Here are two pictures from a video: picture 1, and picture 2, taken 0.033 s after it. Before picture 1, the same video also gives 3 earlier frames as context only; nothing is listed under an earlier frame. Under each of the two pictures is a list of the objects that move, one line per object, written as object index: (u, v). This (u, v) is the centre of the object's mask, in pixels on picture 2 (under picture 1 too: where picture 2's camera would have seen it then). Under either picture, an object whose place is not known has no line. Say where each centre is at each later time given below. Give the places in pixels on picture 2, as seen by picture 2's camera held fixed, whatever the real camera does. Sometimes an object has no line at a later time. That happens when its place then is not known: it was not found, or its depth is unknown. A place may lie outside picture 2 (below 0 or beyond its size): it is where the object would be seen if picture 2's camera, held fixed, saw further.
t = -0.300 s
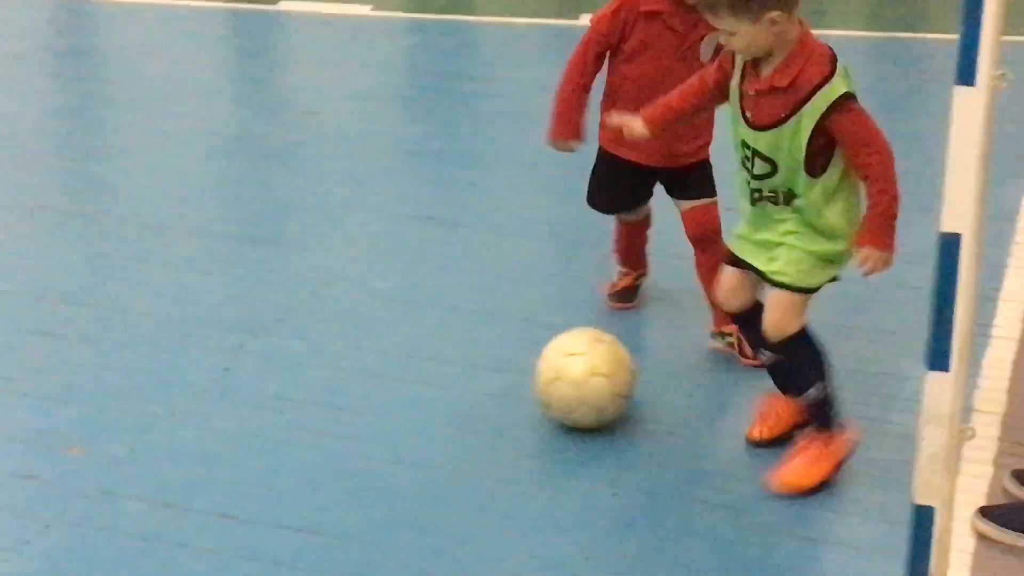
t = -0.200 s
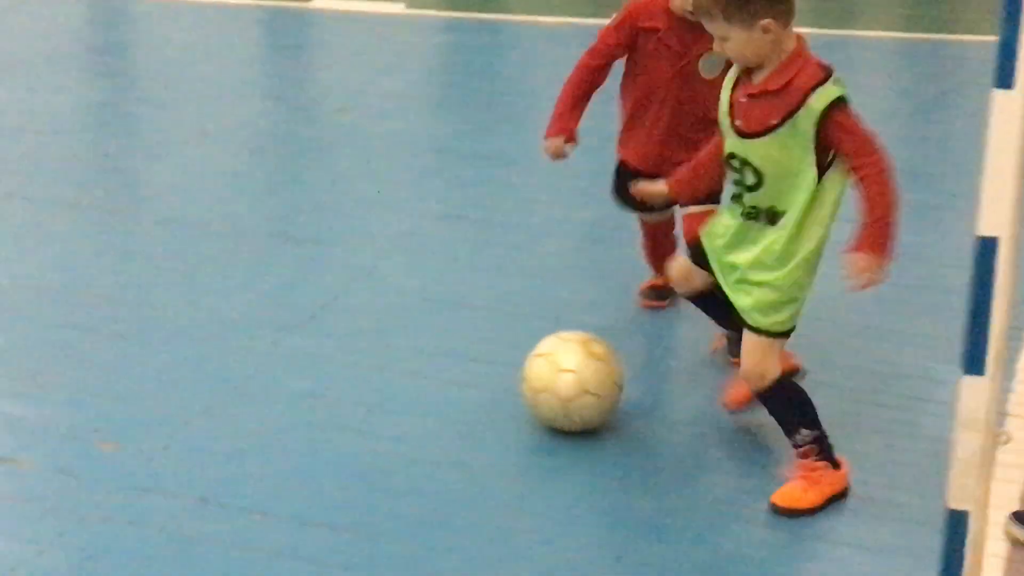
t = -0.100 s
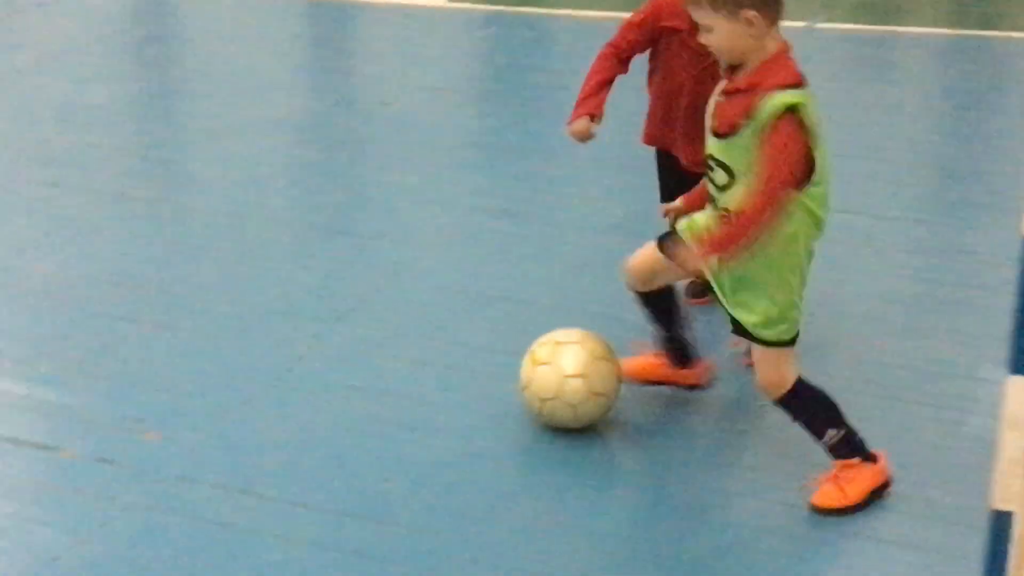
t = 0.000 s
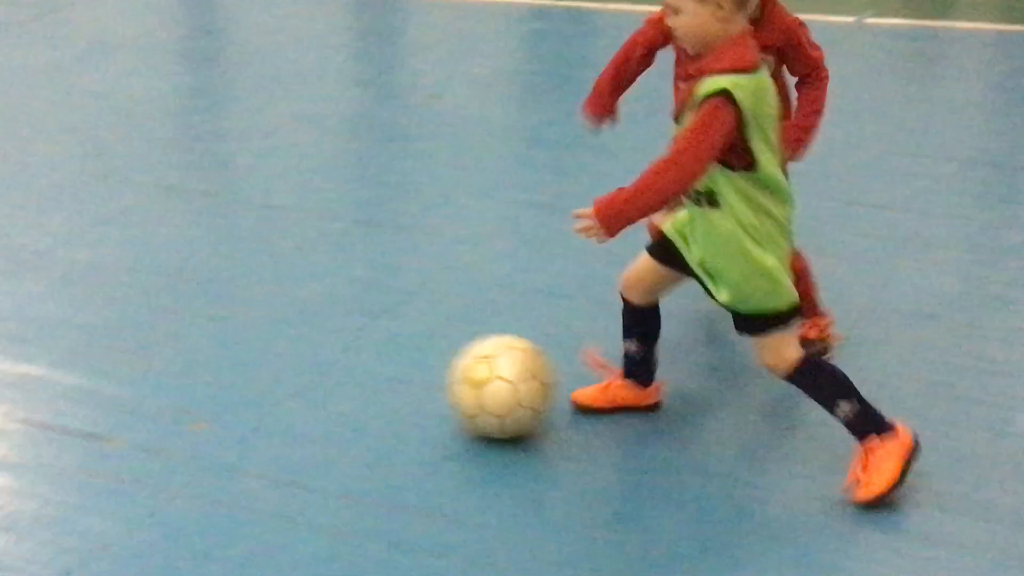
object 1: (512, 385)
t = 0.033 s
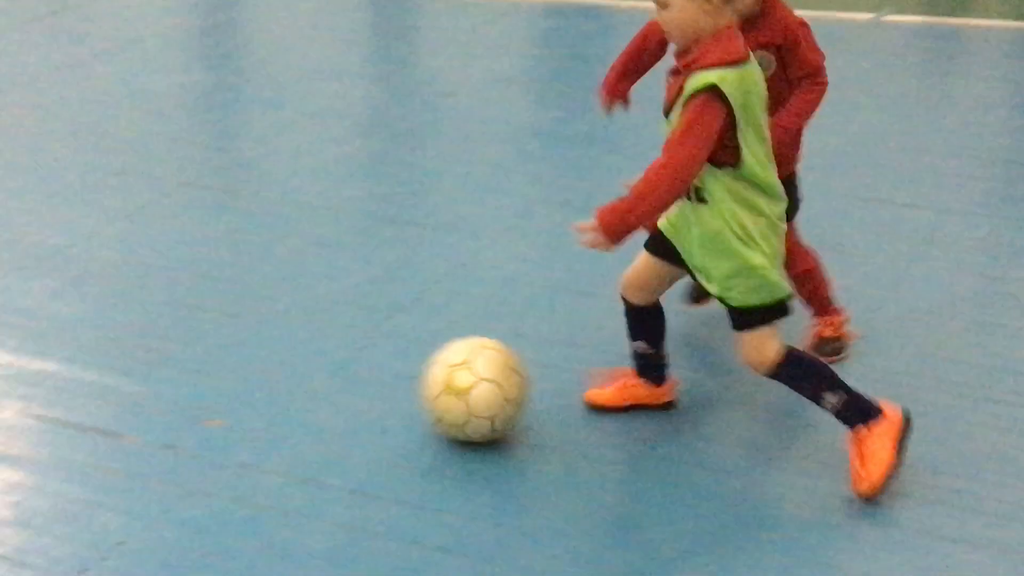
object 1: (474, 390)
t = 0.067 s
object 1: (433, 394)
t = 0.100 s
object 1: (394, 400)
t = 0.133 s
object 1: (362, 406)
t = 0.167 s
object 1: (330, 410)
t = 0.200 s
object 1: (295, 415)
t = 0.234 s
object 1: (273, 423)
